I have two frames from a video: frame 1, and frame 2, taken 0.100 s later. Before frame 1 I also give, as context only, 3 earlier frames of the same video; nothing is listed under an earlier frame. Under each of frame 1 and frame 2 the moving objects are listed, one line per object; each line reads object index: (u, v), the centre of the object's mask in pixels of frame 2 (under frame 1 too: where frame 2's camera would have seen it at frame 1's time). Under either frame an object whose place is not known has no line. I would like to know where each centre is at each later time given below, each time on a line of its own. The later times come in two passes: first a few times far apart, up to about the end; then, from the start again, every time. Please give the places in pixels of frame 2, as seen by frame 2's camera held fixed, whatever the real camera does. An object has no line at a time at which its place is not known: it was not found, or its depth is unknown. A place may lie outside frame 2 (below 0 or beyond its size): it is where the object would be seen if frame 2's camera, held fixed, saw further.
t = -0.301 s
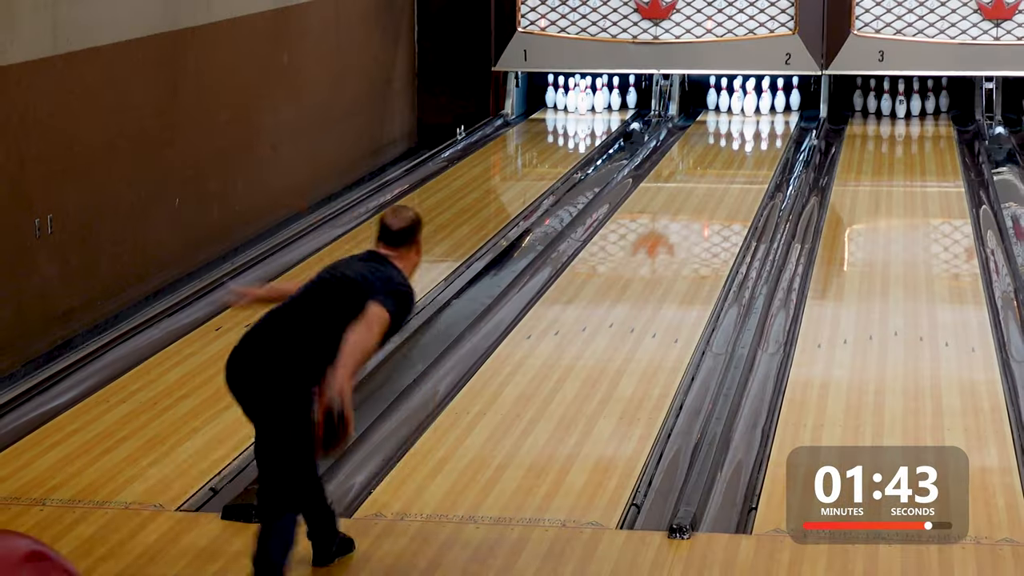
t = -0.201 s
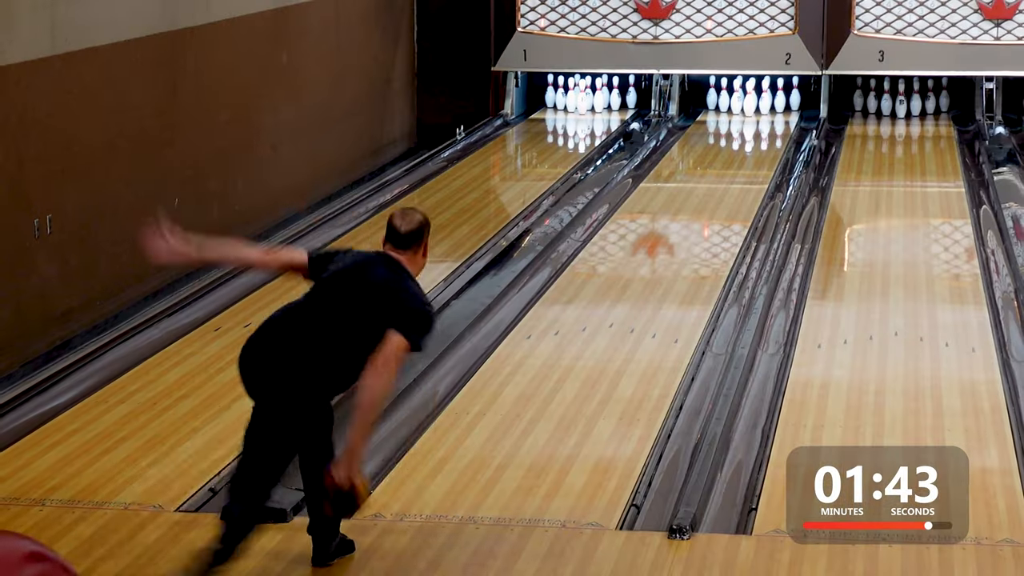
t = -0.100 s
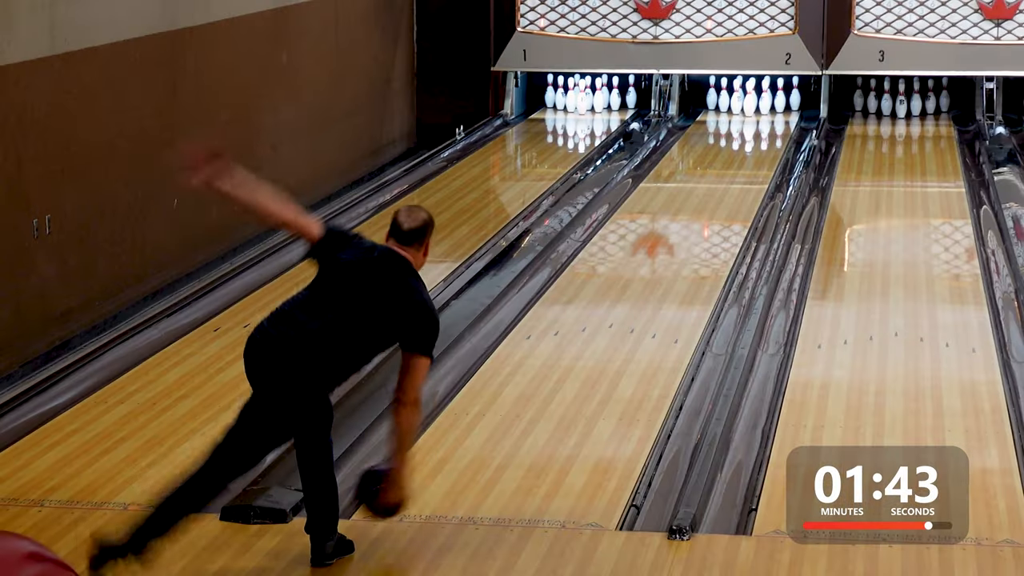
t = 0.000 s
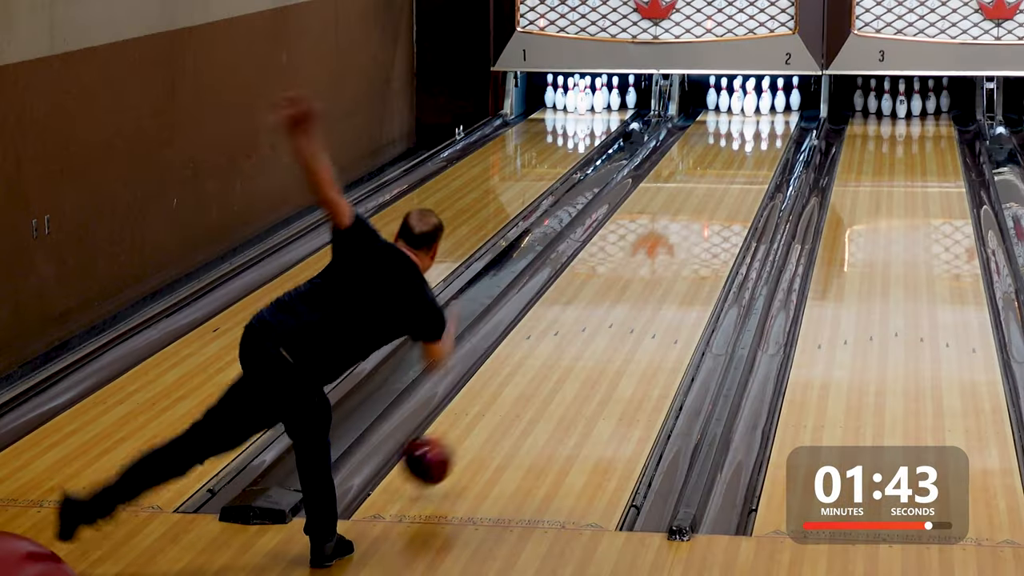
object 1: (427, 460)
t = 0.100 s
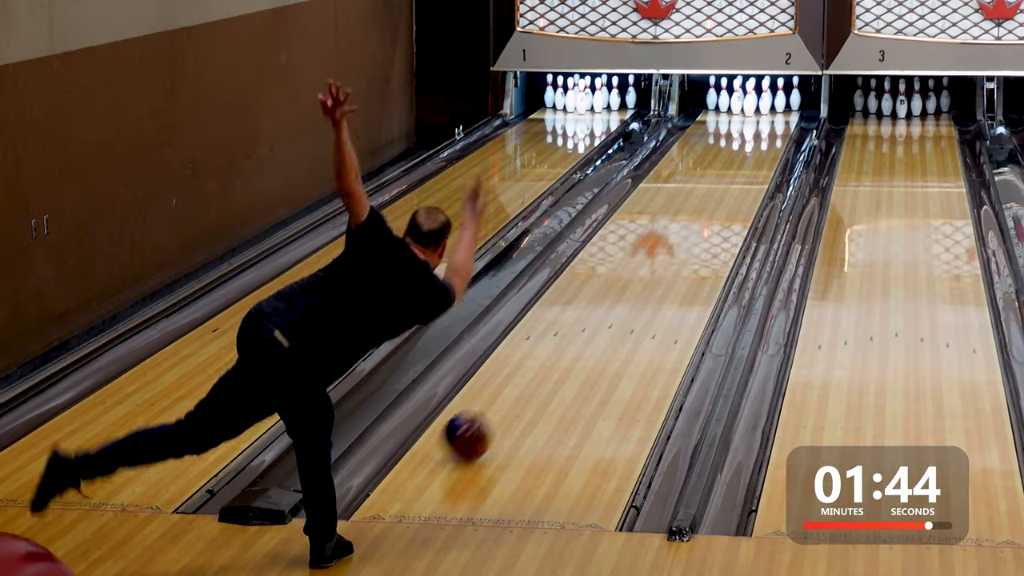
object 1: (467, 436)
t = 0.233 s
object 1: (513, 395)
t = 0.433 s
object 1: (568, 342)
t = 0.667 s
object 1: (619, 292)
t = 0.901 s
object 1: (659, 253)
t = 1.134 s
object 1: (691, 221)
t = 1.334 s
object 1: (714, 197)
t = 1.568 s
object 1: (737, 174)
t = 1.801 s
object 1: (753, 154)
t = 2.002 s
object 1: (761, 139)
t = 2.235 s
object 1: (761, 124)
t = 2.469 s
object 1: (754, 112)
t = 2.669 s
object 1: (749, 104)
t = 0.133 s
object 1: (479, 426)
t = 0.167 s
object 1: (490, 416)
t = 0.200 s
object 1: (503, 404)
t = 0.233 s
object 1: (513, 395)
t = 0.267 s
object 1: (522, 385)
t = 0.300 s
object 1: (532, 376)
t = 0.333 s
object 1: (542, 367)
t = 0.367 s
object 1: (550, 358)
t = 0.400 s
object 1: (559, 350)
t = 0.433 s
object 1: (568, 342)
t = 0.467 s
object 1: (576, 334)
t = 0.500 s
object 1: (583, 327)
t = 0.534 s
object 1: (591, 319)
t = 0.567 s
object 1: (598, 312)
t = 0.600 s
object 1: (605, 305)
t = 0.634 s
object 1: (612, 299)
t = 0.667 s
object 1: (619, 292)
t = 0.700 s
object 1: (625, 286)
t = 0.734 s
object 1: (631, 281)
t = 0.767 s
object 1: (637, 275)
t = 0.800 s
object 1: (643, 269)
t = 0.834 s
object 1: (648, 264)
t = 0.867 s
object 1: (654, 258)
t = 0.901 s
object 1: (659, 253)
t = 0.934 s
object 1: (664, 249)
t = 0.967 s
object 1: (669, 243)
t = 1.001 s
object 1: (674, 239)
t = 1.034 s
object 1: (678, 234)
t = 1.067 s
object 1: (683, 230)
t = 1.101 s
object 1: (687, 225)
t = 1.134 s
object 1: (691, 221)
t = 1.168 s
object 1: (696, 217)
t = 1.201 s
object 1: (700, 213)
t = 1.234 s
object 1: (703, 209)
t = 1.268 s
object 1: (707, 205)
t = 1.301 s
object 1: (711, 201)
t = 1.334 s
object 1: (714, 197)
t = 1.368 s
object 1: (718, 194)
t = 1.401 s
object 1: (721, 190)
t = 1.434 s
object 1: (725, 186)
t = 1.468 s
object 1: (728, 183)
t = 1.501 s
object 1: (731, 180)
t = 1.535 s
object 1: (734, 177)
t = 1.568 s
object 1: (737, 174)
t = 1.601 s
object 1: (740, 171)
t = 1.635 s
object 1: (743, 168)
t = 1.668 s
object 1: (745, 165)
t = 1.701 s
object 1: (747, 162)
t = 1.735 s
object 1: (750, 159)
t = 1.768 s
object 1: (751, 156)
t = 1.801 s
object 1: (753, 154)
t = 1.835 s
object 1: (755, 152)
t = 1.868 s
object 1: (757, 149)
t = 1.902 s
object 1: (758, 146)
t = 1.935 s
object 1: (759, 144)
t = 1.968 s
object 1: (760, 142)
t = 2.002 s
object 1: (761, 139)
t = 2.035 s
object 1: (762, 137)
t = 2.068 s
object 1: (762, 135)
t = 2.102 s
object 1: (762, 132)
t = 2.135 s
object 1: (762, 130)
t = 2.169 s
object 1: (762, 128)
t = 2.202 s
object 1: (762, 126)
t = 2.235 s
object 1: (761, 124)
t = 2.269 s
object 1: (760, 122)
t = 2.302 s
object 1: (760, 120)
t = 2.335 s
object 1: (759, 119)
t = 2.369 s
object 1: (758, 117)
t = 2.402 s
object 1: (757, 115)
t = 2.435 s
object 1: (755, 114)
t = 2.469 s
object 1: (754, 112)
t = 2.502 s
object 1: (753, 110)
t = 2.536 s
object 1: (753, 109)
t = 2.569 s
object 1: (752, 107)
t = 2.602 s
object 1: (753, 106)
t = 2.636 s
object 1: (751, 105)
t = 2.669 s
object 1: (749, 104)
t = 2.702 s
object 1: (748, 103)
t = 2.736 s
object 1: (745, 101)
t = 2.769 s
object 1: (743, 101)
